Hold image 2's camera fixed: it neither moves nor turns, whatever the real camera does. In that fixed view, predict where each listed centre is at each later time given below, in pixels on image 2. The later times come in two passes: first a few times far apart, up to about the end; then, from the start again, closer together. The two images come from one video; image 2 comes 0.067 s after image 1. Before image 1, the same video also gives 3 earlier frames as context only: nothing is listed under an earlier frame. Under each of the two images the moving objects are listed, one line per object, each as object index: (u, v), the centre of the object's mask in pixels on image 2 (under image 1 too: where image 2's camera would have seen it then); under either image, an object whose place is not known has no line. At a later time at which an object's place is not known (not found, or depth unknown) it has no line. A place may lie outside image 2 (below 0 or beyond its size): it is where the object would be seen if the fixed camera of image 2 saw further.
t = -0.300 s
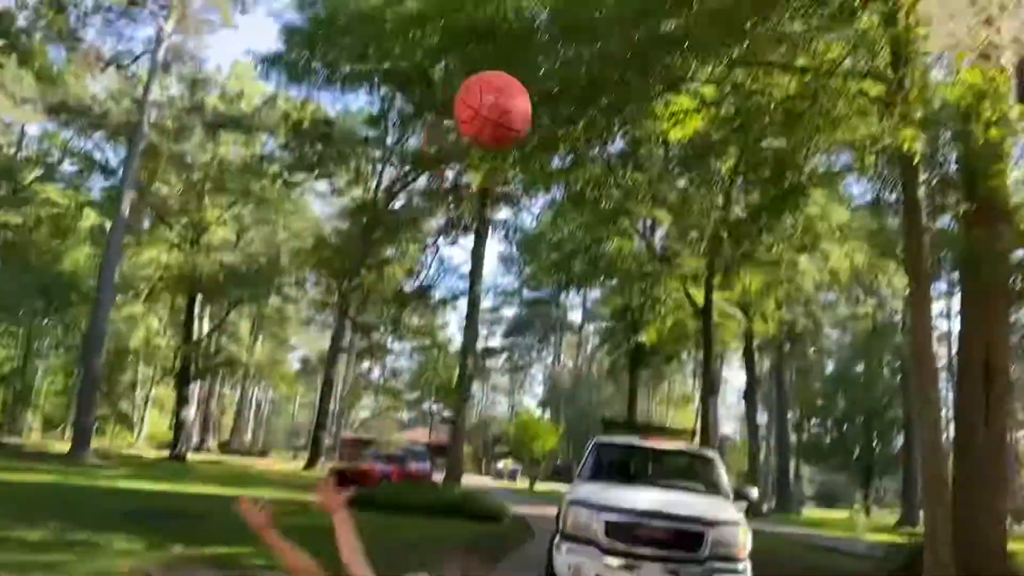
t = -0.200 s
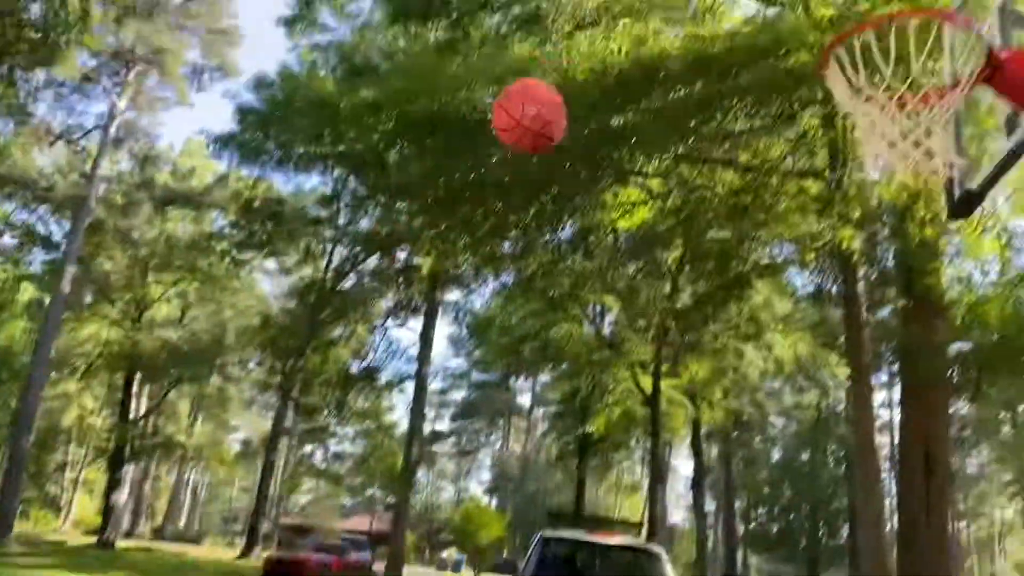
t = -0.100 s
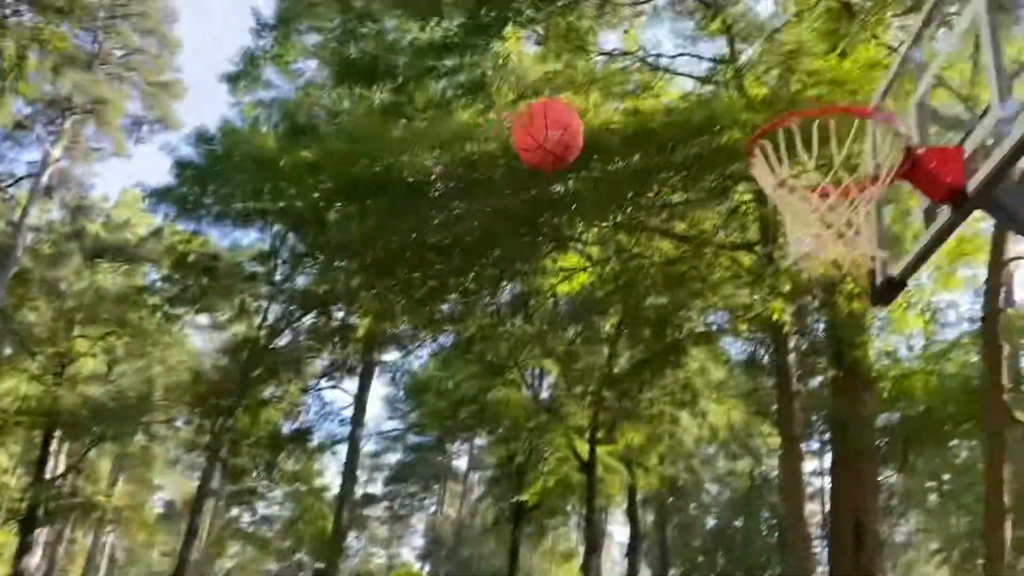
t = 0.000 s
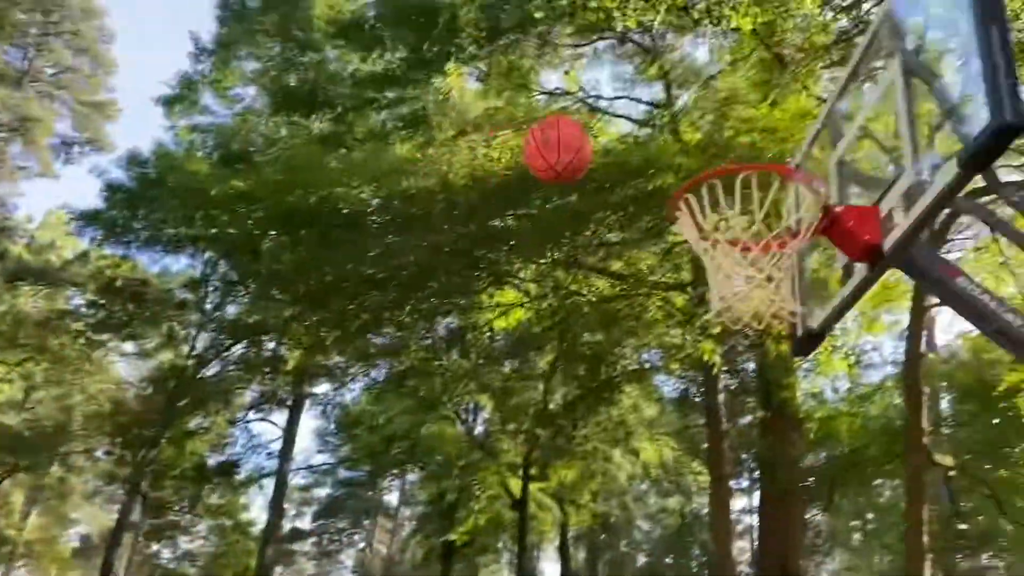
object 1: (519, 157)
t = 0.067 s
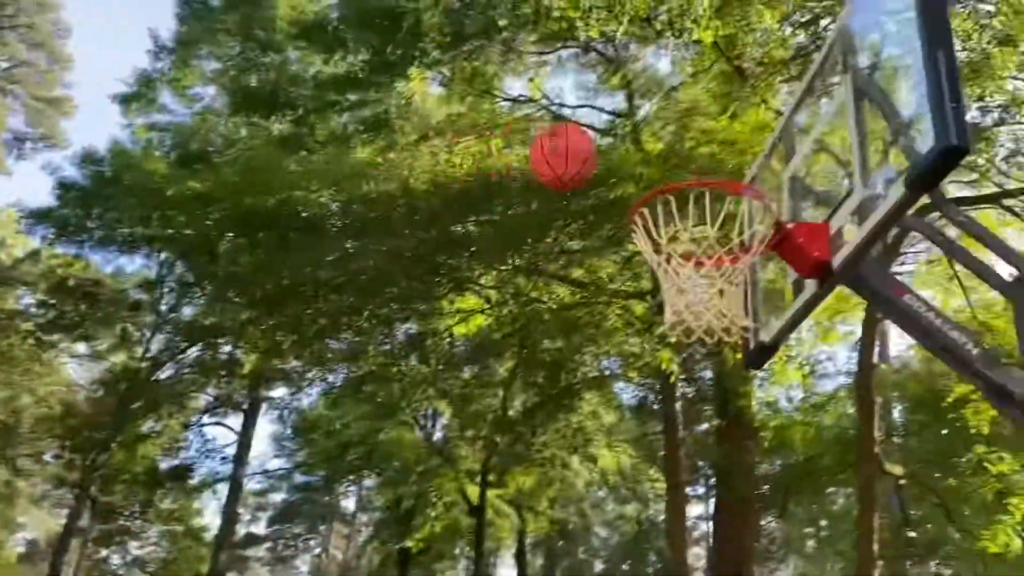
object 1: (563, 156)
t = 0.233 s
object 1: (673, 195)
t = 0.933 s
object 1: (709, 283)
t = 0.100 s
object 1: (585, 160)
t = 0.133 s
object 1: (607, 165)
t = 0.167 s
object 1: (628, 169)
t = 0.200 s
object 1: (649, 184)
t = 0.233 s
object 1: (673, 195)
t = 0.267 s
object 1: (694, 210)
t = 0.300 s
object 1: (717, 221)
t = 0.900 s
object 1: (699, 269)
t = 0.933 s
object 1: (709, 283)
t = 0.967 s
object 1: (718, 295)
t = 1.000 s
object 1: (721, 315)
